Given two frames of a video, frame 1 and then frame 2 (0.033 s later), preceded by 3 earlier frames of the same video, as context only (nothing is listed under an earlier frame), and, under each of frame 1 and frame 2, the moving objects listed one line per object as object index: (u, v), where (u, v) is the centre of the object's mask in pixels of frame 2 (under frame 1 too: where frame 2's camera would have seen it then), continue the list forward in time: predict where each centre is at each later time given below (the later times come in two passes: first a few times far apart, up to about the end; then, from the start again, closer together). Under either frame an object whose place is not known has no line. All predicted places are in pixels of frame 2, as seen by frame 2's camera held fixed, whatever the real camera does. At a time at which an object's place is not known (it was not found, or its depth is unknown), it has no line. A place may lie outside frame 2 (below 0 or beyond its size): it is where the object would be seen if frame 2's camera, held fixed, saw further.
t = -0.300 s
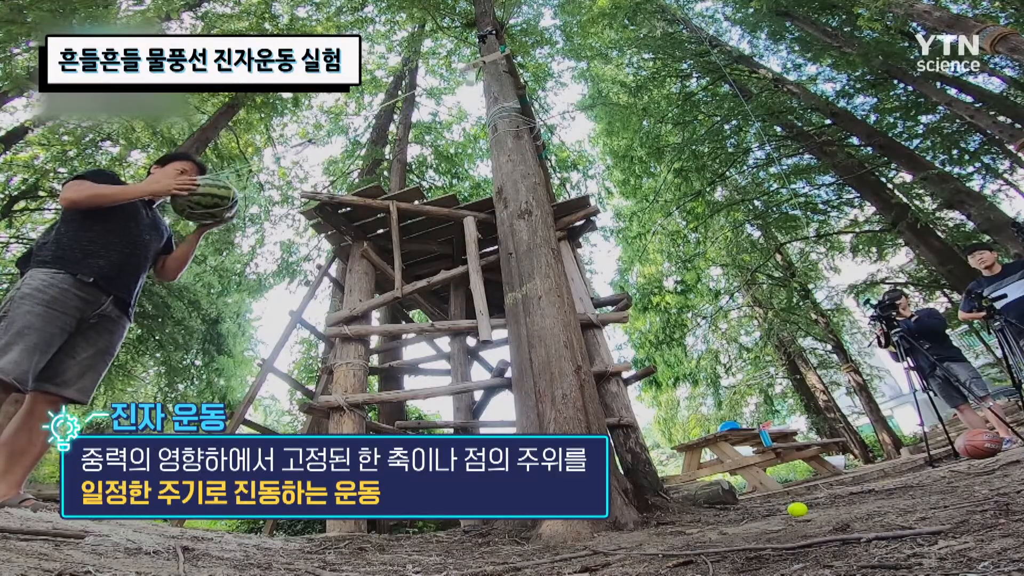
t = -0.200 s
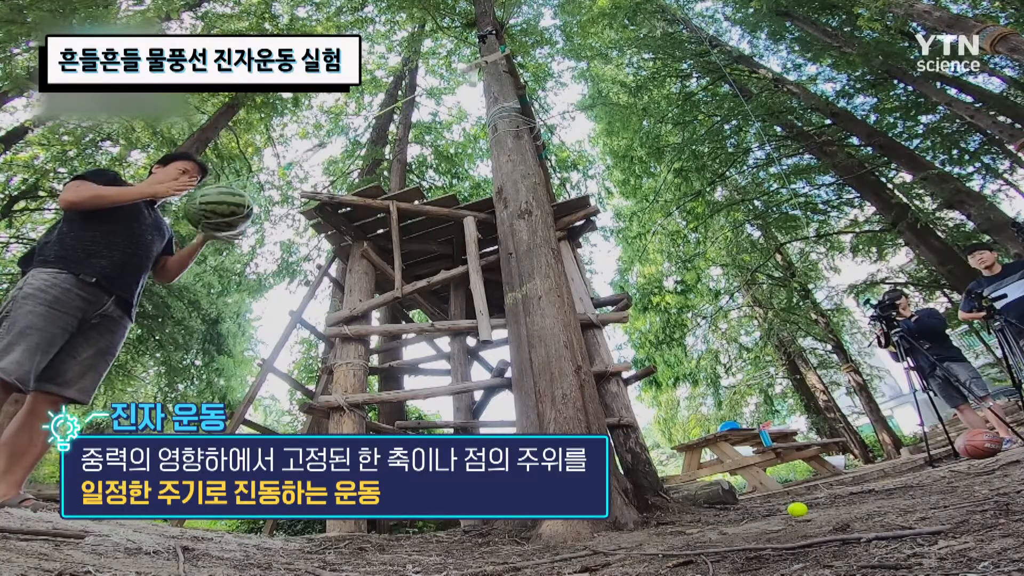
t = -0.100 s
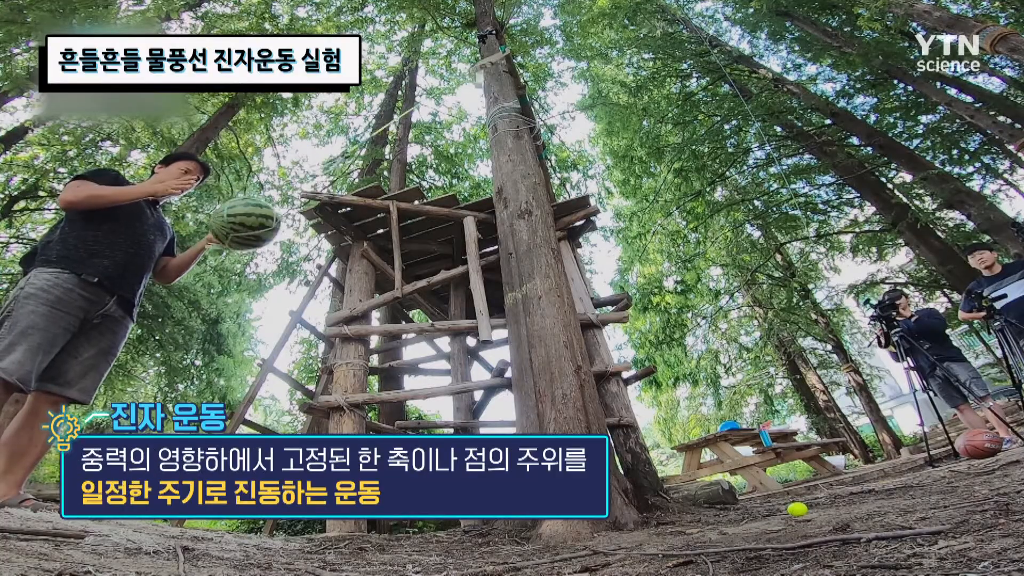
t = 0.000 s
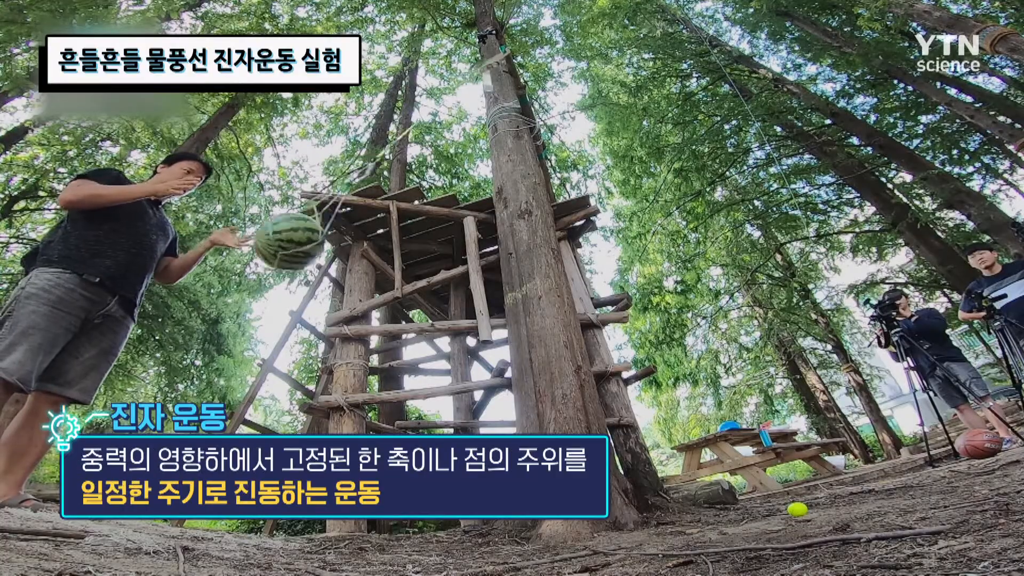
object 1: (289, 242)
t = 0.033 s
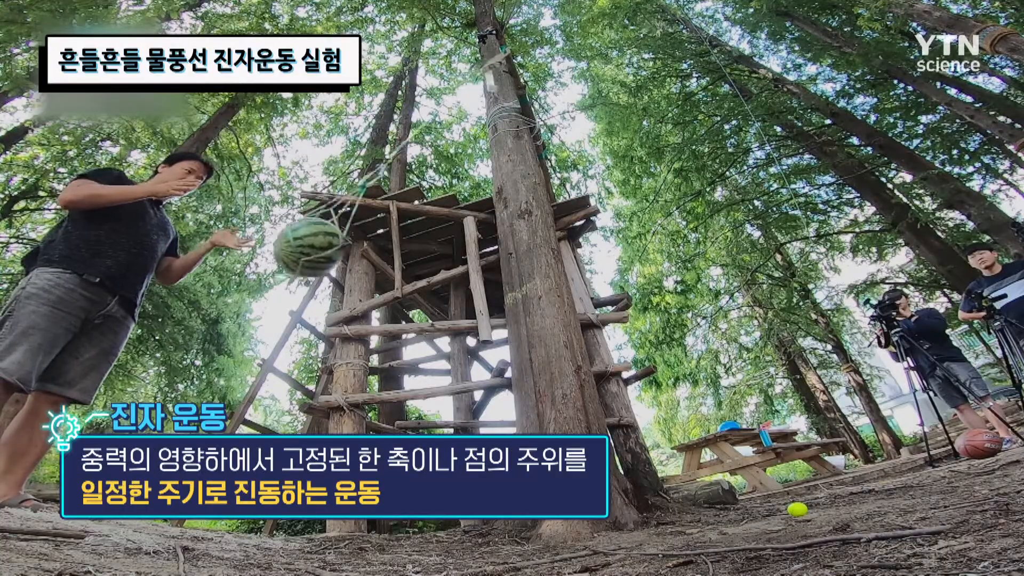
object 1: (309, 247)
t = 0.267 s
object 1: (514, 269)
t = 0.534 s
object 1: (744, 226)
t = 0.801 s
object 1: (829, 174)
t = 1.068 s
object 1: (842, 154)
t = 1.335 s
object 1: (832, 169)
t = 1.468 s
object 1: (809, 190)
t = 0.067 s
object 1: (332, 252)
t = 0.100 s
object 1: (357, 258)
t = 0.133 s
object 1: (383, 261)
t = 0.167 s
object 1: (413, 266)
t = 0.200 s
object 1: (445, 269)
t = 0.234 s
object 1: (478, 270)
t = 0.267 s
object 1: (514, 269)
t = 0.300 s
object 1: (548, 267)
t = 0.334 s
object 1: (581, 264)
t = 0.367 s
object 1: (615, 260)
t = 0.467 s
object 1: (700, 242)
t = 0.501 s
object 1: (724, 234)
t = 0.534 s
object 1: (744, 226)
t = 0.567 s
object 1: (762, 219)
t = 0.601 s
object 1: (778, 211)
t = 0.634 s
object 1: (791, 204)
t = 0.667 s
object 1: (801, 197)
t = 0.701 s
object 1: (811, 190)
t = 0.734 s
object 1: (818, 185)
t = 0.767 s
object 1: (825, 179)
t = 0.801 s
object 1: (829, 174)
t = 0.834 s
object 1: (832, 169)
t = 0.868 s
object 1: (836, 165)
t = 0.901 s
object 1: (838, 162)
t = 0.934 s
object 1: (840, 160)
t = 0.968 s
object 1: (841, 158)
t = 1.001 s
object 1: (841, 156)
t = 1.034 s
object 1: (842, 155)
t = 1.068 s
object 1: (842, 154)
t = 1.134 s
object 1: (843, 155)
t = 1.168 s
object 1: (842, 155)
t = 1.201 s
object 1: (841, 157)
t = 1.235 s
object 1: (840, 159)
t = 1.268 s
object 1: (838, 162)
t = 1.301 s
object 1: (835, 165)
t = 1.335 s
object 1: (832, 169)
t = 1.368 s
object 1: (828, 174)
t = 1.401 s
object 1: (823, 179)
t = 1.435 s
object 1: (816, 185)
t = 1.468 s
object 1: (809, 190)
